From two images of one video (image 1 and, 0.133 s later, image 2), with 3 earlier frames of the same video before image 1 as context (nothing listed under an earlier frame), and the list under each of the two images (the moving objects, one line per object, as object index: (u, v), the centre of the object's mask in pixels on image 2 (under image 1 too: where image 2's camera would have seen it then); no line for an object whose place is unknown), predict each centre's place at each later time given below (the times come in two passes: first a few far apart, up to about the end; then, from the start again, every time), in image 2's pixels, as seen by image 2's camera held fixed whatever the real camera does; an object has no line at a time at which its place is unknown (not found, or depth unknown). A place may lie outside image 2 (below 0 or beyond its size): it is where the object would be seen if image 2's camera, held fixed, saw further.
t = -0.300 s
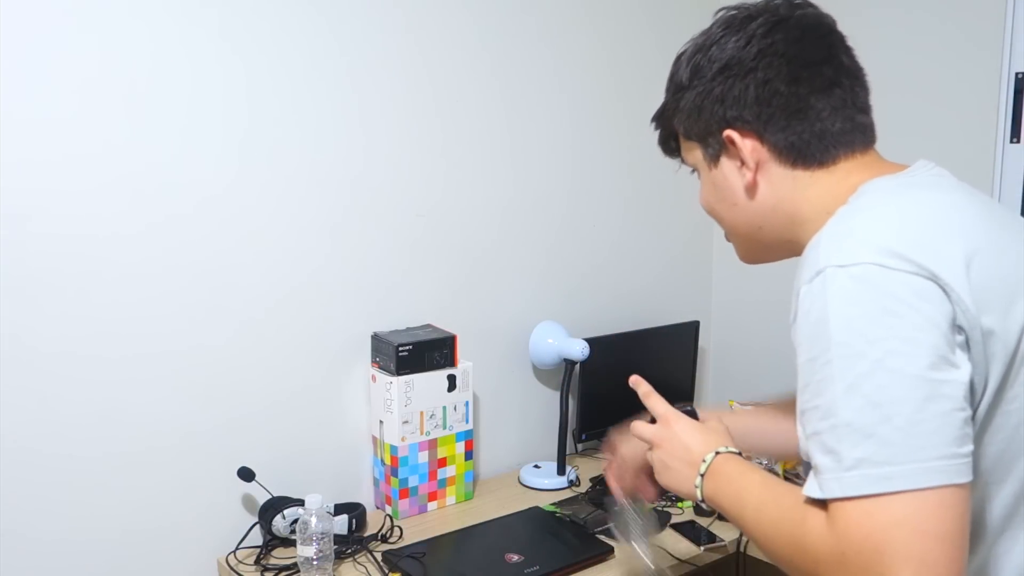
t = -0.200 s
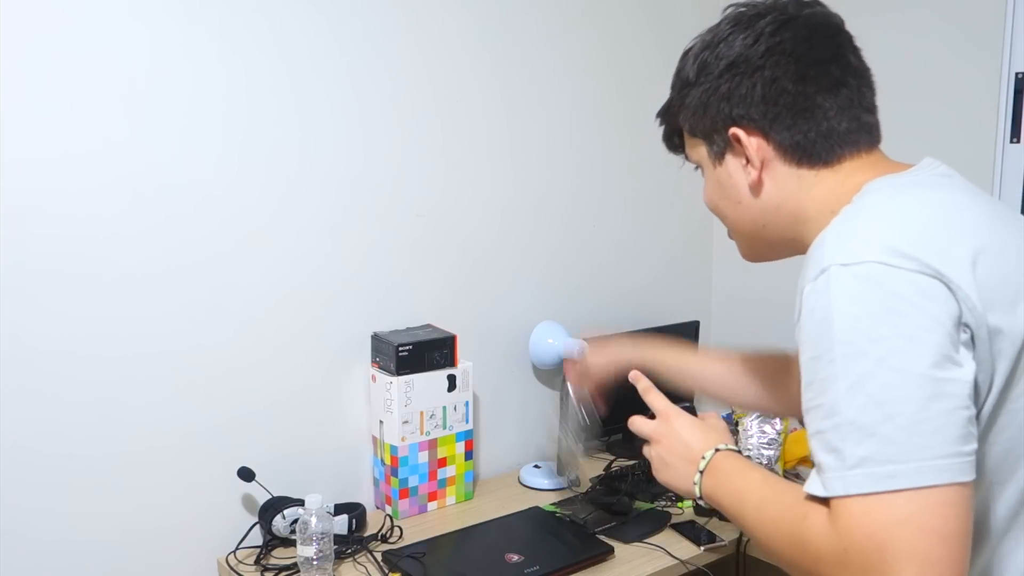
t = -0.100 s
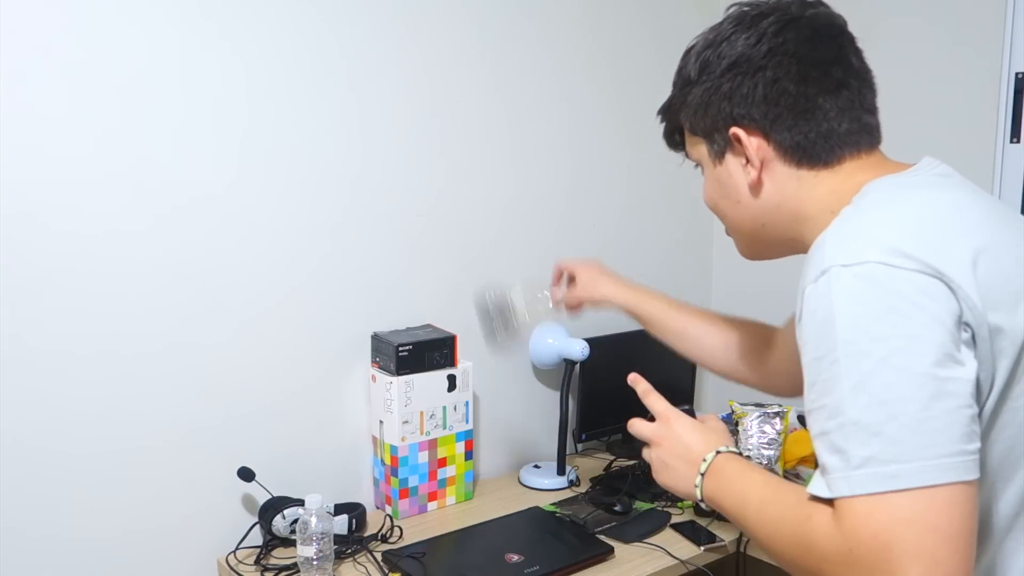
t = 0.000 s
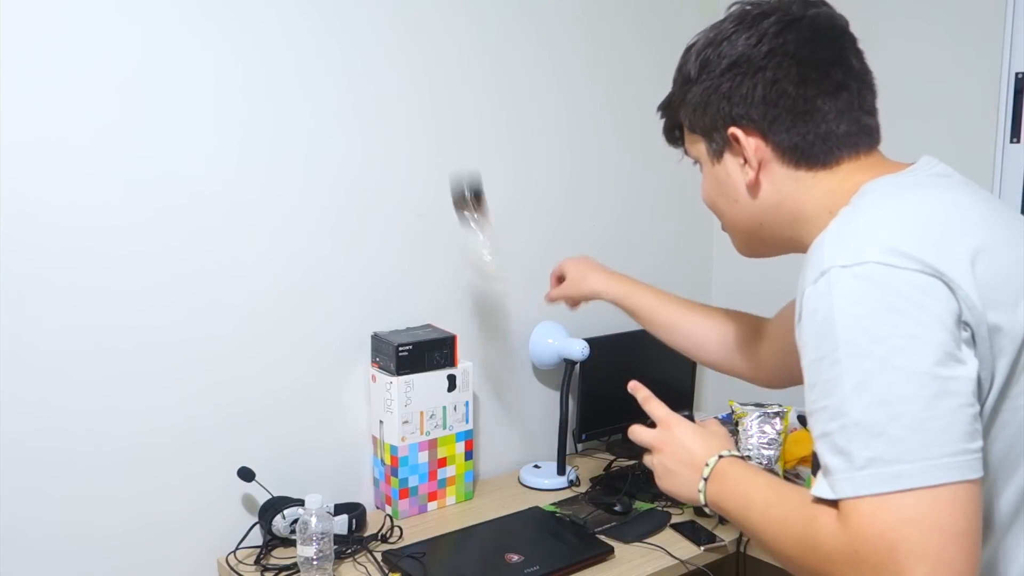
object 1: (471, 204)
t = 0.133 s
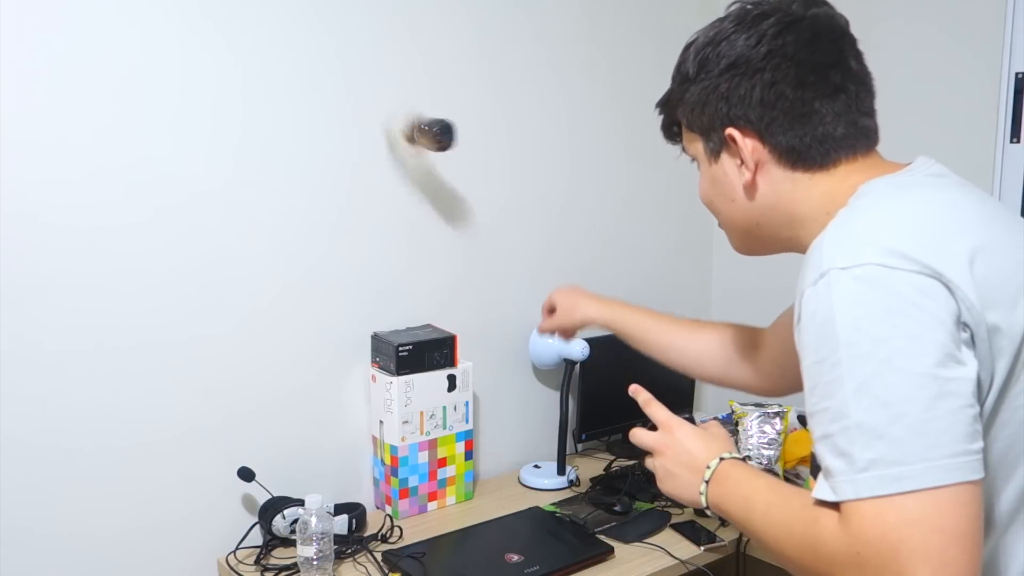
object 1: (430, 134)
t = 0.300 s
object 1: (396, 151)
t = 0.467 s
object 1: (412, 286)
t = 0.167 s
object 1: (414, 124)
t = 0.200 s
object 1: (406, 121)
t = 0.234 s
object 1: (401, 123)
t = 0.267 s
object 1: (396, 134)
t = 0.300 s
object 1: (396, 151)
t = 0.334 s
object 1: (399, 170)
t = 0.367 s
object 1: (402, 194)
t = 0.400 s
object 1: (406, 224)
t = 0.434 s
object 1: (409, 257)
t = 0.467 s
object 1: (412, 286)
